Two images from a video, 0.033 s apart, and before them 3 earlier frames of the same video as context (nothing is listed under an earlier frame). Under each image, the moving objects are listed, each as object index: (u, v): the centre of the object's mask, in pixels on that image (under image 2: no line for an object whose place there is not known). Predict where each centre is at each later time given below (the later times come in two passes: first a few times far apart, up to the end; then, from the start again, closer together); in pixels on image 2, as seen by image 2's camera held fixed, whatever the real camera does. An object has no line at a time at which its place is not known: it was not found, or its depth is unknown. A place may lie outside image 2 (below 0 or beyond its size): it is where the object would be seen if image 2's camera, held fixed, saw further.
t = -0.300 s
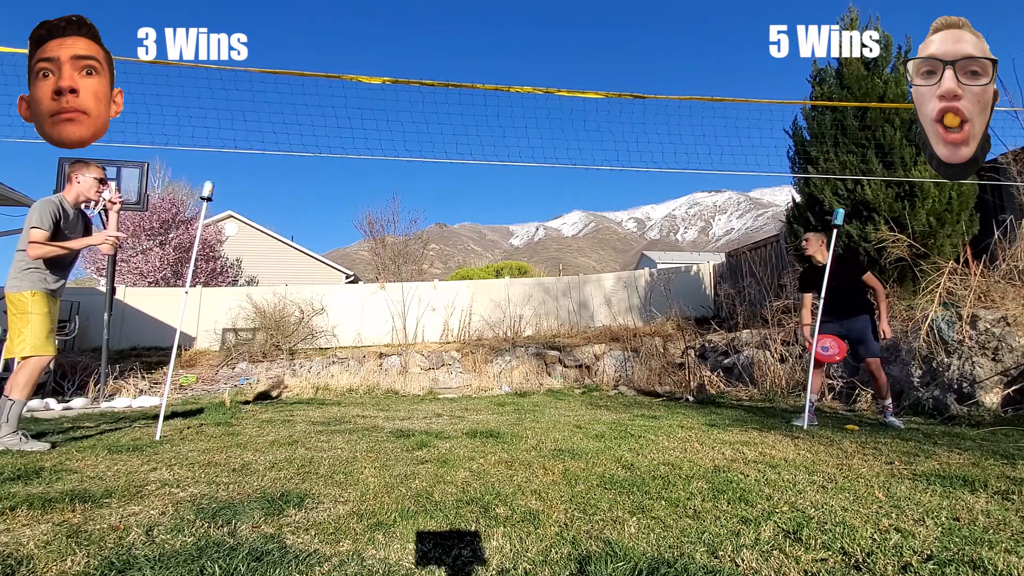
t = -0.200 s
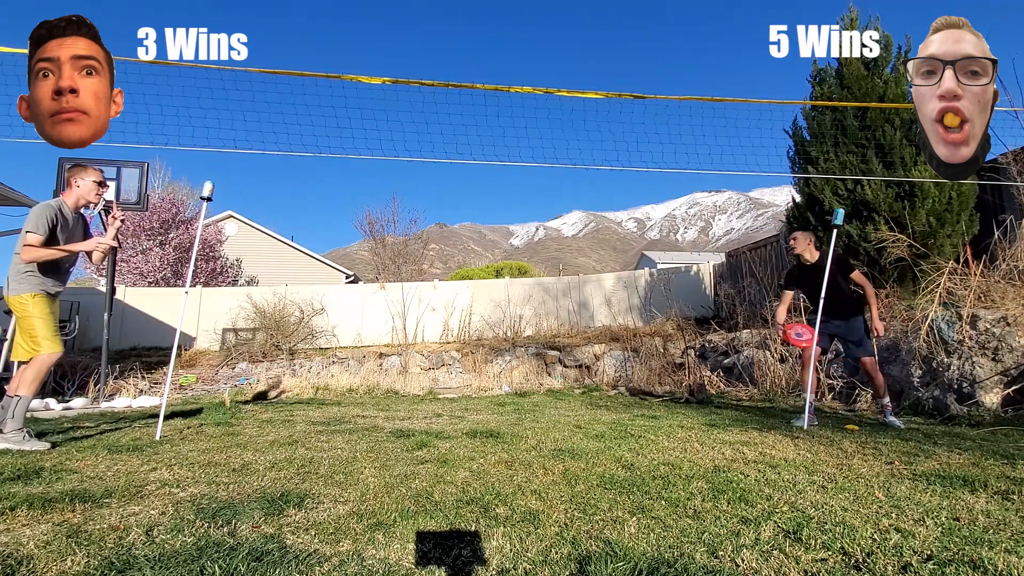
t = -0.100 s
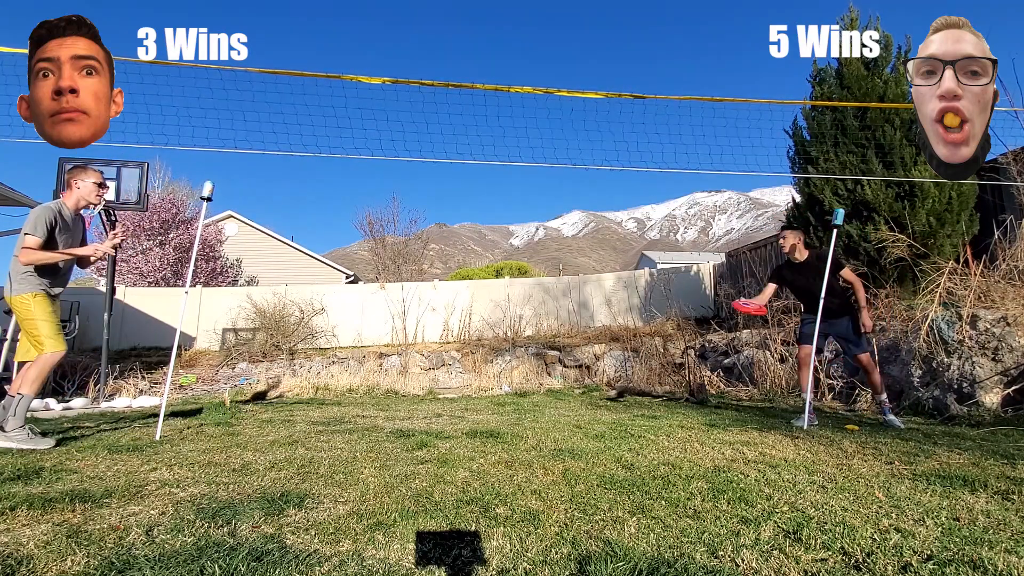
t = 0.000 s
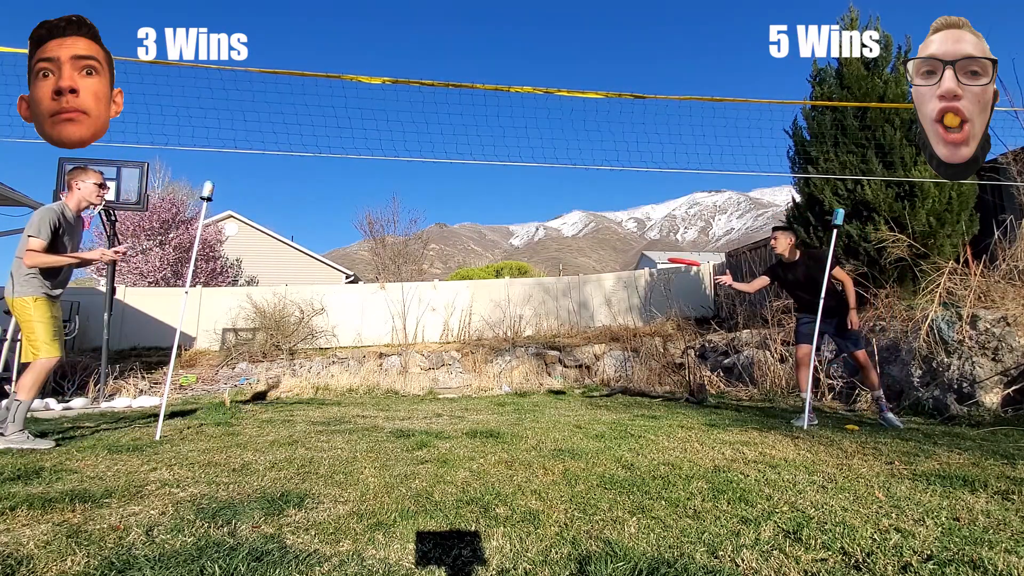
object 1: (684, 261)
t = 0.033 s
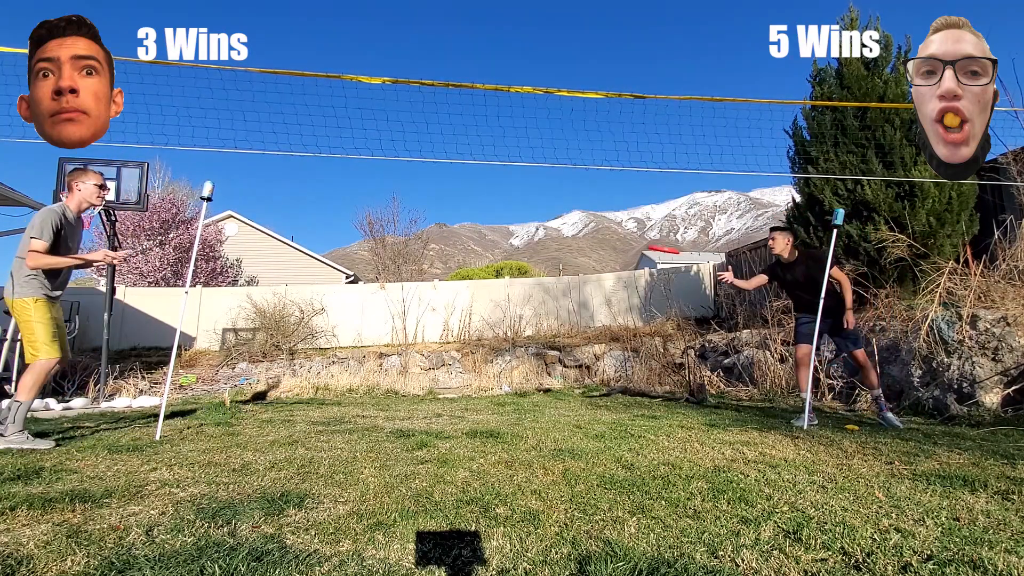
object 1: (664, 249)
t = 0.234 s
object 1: (539, 207)
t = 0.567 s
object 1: (329, 234)
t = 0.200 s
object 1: (559, 210)
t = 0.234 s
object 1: (539, 207)
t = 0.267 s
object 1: (518, 204)
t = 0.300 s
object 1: (497, 203)
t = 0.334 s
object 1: (477, 203)
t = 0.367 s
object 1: (456, 205)
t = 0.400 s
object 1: (435, 207)
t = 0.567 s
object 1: (329, 234)
